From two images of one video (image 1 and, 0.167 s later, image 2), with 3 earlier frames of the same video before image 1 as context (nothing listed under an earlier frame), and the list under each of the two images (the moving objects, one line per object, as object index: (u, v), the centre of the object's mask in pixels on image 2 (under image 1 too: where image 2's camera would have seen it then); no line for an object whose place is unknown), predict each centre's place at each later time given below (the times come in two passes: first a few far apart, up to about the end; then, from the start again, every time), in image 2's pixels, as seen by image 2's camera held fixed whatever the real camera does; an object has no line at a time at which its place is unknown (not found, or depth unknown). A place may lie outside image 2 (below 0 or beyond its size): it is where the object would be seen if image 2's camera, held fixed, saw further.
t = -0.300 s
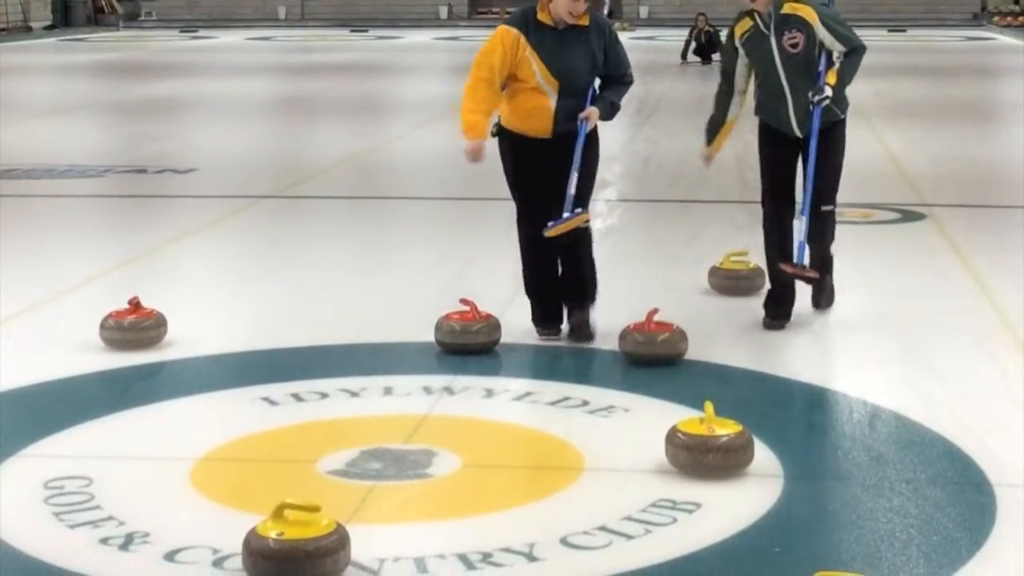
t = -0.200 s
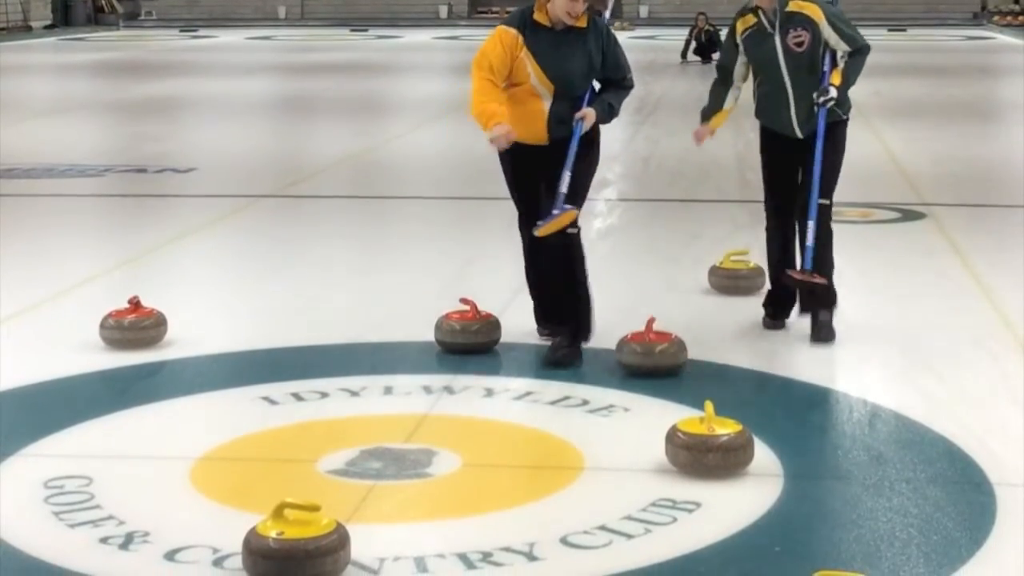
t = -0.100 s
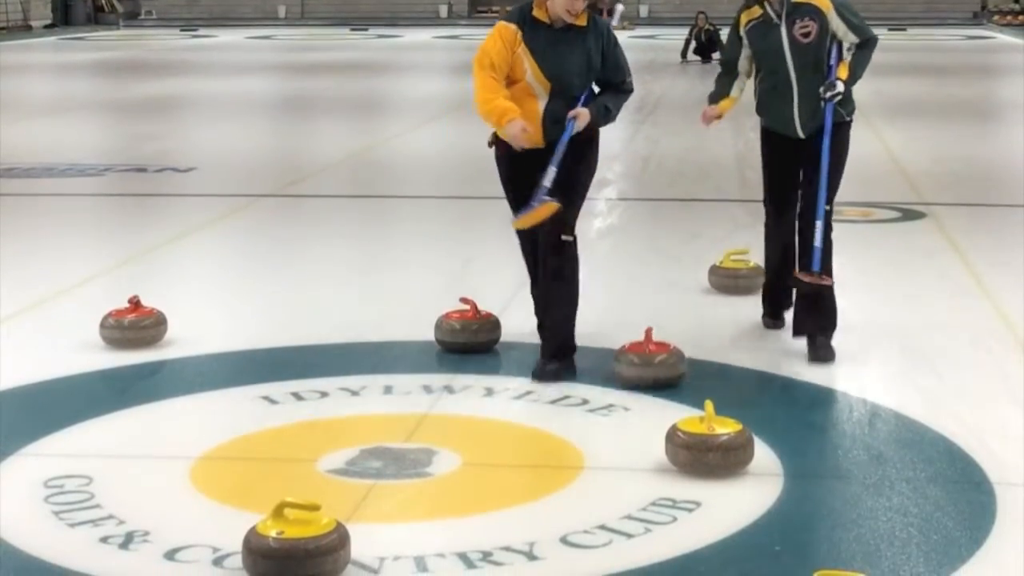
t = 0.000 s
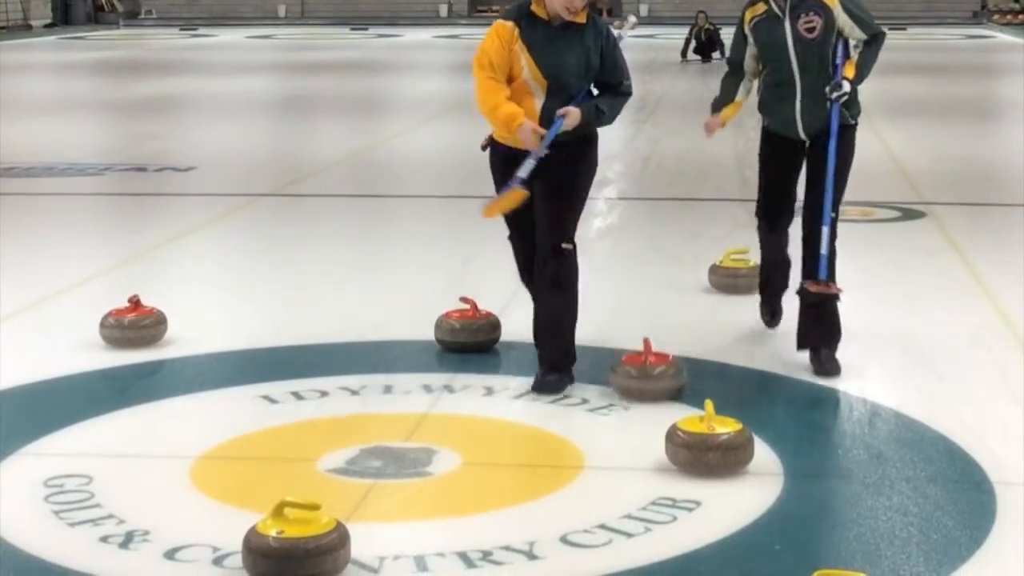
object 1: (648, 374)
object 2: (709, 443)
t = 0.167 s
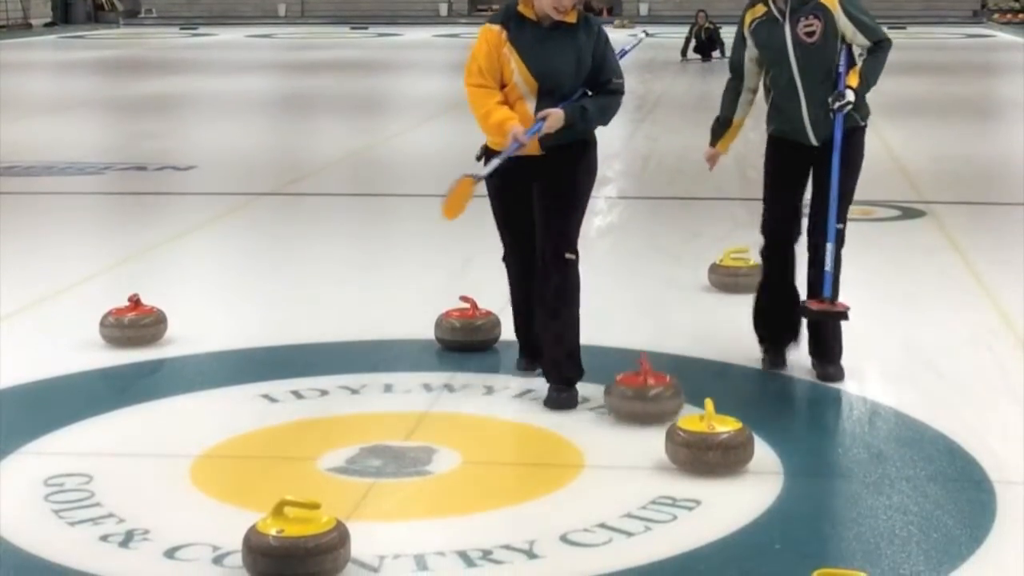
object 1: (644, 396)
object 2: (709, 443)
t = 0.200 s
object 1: (642, 400)
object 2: (709, 443)
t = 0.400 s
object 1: (632, 428)
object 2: (715, 445)
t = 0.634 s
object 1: (575, 447)
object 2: (768, 463)
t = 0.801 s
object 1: (532, 465)
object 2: (809, 479)
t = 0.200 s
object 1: (642, 400)
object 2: (709, 443)
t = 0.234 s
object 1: (641, 405)
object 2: (709, 443)
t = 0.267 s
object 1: (640, 409)
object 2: (709, 443)
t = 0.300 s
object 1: (638, 414)
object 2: (710, 443)
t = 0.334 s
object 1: (637, 420)
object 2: (710, 443)
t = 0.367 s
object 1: (635, 425)
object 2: (709, 443)
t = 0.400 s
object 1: (632, 428)
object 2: (715, 445)
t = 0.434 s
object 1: (624, 431)
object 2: (722, 447)
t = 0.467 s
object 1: (616, 433)
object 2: (730, 450)
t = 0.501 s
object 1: (608, 436)
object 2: (737, 452)
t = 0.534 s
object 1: (600, 438)
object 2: (745, 455)
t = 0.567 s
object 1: (592, 441)
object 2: (753, 458)
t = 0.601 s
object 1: (584, 444)
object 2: (761, 460)
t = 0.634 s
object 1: (575, 447)
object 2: (768, 463)
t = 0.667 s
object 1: (567, 451)
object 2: (776, 466)
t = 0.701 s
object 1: (558, 455)
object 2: (784, 469)
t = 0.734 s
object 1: (549, 459)
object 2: (792, 473)
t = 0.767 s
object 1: (541, 462)
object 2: (799, 476)
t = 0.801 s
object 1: (532, 465)
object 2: (809, 479)
